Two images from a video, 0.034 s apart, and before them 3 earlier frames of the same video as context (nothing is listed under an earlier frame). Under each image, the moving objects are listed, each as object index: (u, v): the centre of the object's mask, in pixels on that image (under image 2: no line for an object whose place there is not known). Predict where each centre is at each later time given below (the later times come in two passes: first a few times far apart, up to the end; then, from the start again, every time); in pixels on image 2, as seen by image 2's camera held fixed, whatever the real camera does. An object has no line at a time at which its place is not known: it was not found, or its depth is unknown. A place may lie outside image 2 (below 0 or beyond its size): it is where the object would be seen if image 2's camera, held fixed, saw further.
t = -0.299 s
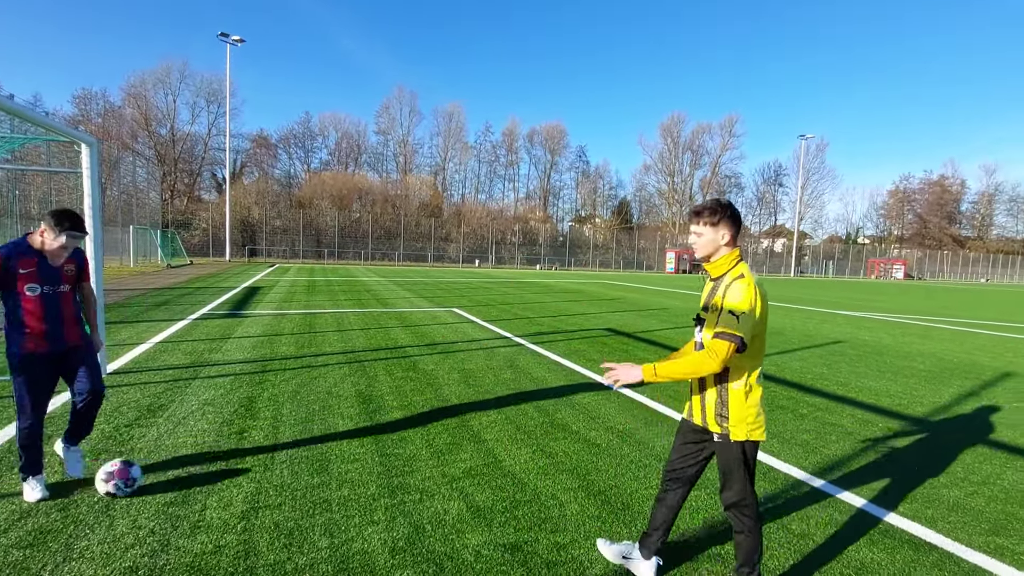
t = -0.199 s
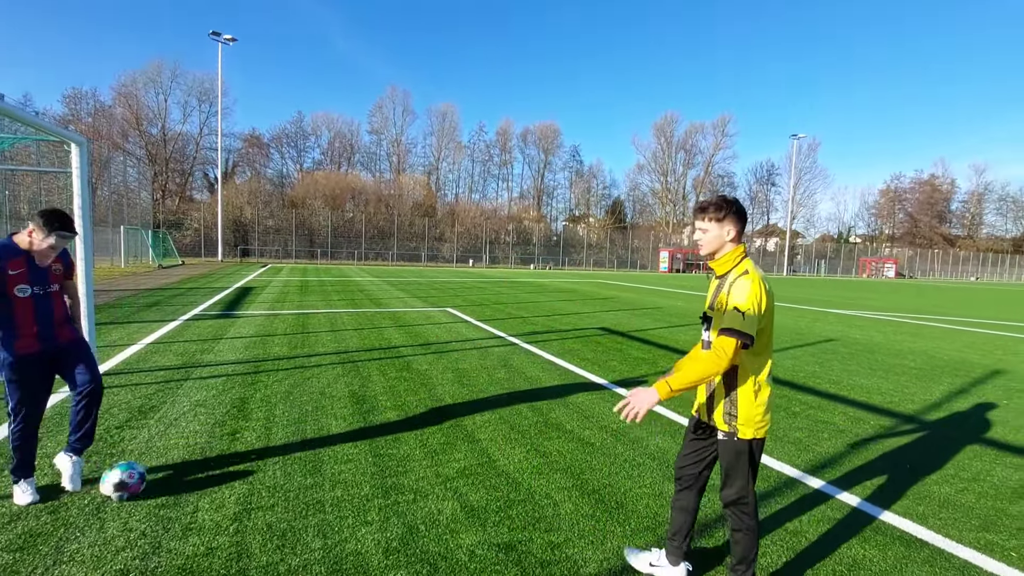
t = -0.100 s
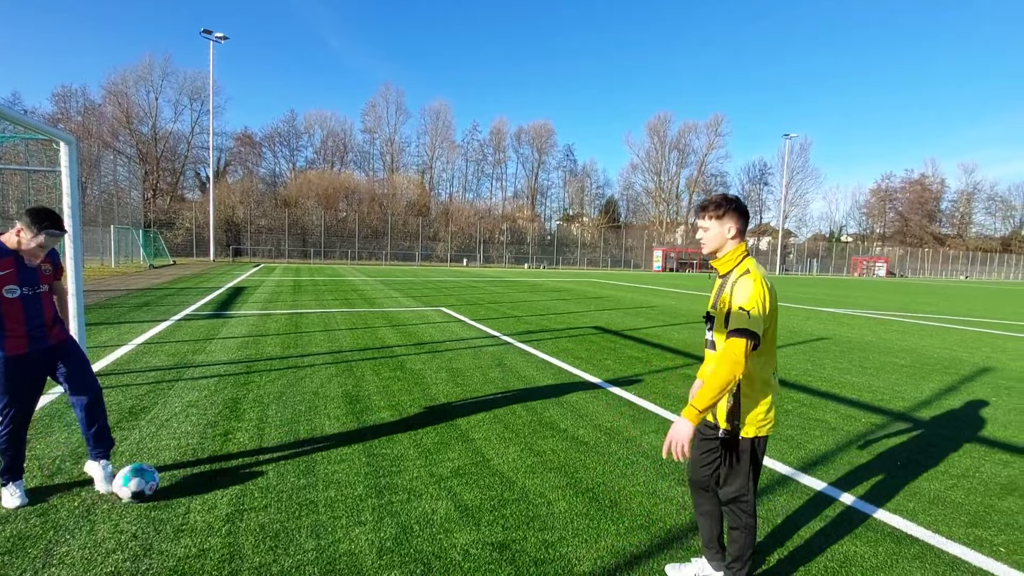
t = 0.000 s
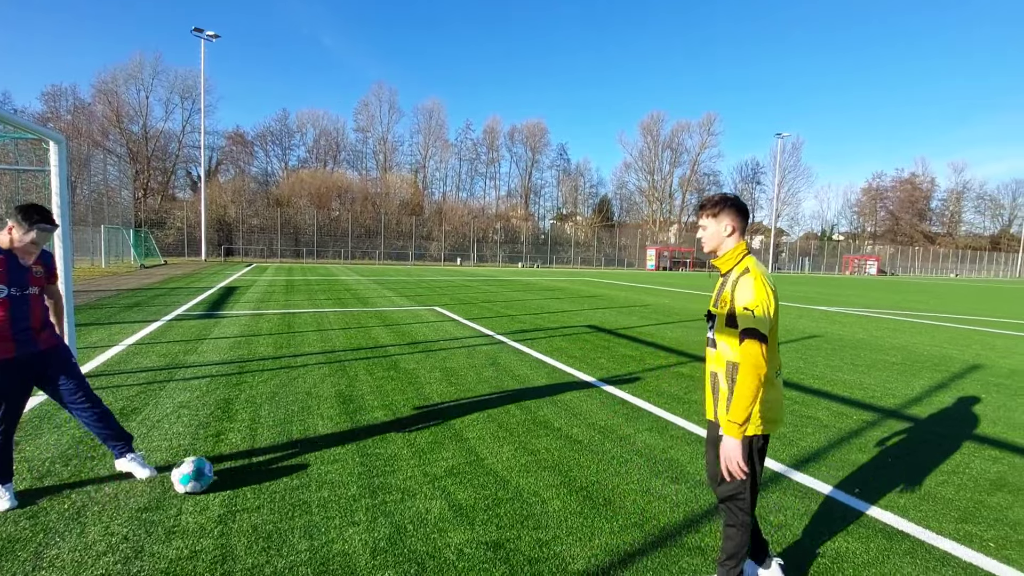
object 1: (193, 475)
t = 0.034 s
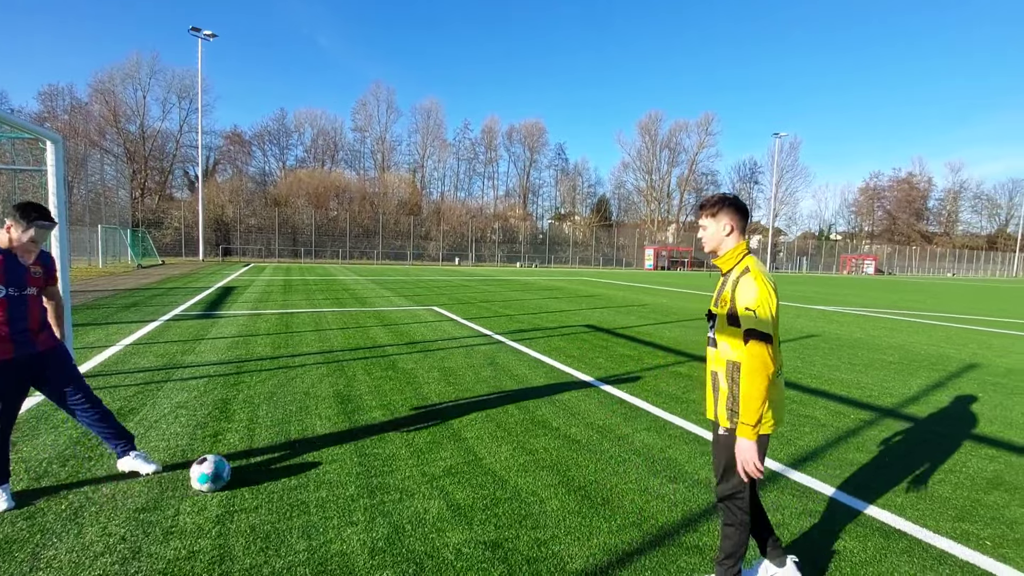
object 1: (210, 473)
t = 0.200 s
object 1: (285, 461)
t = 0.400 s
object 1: (354, 452)
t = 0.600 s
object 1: (411, 445)
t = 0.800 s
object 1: (464, 440)
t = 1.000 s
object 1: (509, 435)
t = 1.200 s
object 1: (551, 431)
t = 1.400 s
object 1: (589, 428)
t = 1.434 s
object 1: (594, 427)
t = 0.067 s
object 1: (227, 470)
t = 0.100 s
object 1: (243, 467)
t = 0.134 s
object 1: (258, 465)
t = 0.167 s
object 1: (272, 463)
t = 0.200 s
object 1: (285, 461)
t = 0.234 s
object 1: (298, 459)
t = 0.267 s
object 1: (309, 457)
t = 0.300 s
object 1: (321, 456)
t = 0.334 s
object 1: (332, 455)
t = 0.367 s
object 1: (343, 453)
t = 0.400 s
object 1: (354, 452)
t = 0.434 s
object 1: (363, 451)
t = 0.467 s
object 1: (374, 449)
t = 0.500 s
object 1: (383, 448)
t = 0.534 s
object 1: (393, 448)
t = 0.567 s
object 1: (401, 446)
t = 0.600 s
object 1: (411, 445)
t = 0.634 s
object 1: (420, 444)
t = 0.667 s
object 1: (429, 443)
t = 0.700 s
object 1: (438, 443)
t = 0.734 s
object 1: (447, 442)
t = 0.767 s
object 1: (455, 441)
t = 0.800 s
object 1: (464, 440)
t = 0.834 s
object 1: (472, 439)
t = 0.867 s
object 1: (480, 438)
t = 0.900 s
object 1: (487, 438)
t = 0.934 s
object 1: (495, 437)
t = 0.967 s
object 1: (502, 436)
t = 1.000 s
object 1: (509, 435)
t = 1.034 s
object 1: (517, 434)
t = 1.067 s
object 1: (524, 434)
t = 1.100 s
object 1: (531, 433)
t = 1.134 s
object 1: (538, 432)
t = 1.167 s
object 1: (545, 432)
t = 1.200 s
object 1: (551, 431)
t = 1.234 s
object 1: (558, 431)
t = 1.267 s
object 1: (565, 430)
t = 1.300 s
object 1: (570, 430)
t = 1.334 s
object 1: (577, 429)
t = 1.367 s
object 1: (583, 429)
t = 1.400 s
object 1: (589, 428)
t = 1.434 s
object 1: (594, 427)
